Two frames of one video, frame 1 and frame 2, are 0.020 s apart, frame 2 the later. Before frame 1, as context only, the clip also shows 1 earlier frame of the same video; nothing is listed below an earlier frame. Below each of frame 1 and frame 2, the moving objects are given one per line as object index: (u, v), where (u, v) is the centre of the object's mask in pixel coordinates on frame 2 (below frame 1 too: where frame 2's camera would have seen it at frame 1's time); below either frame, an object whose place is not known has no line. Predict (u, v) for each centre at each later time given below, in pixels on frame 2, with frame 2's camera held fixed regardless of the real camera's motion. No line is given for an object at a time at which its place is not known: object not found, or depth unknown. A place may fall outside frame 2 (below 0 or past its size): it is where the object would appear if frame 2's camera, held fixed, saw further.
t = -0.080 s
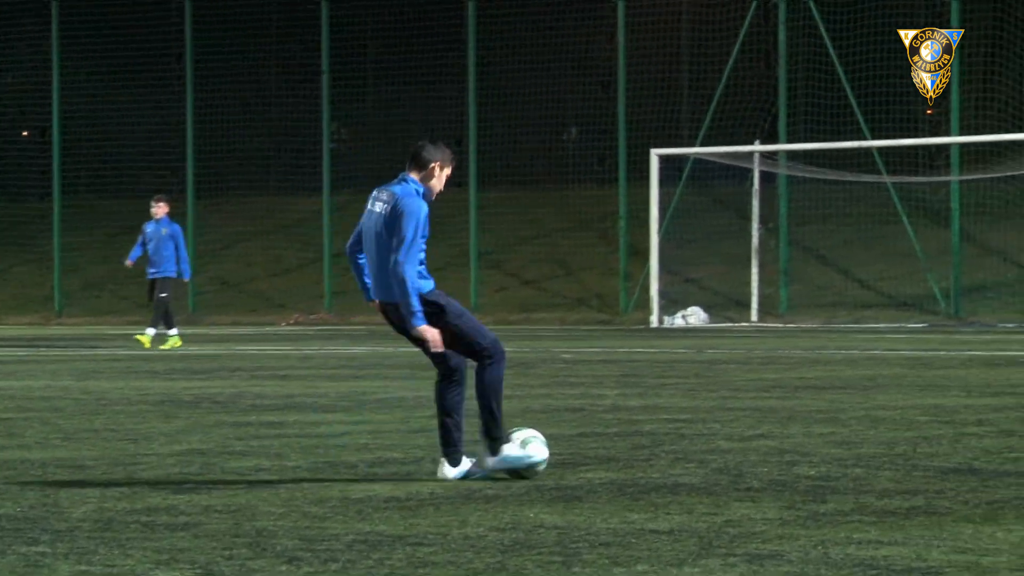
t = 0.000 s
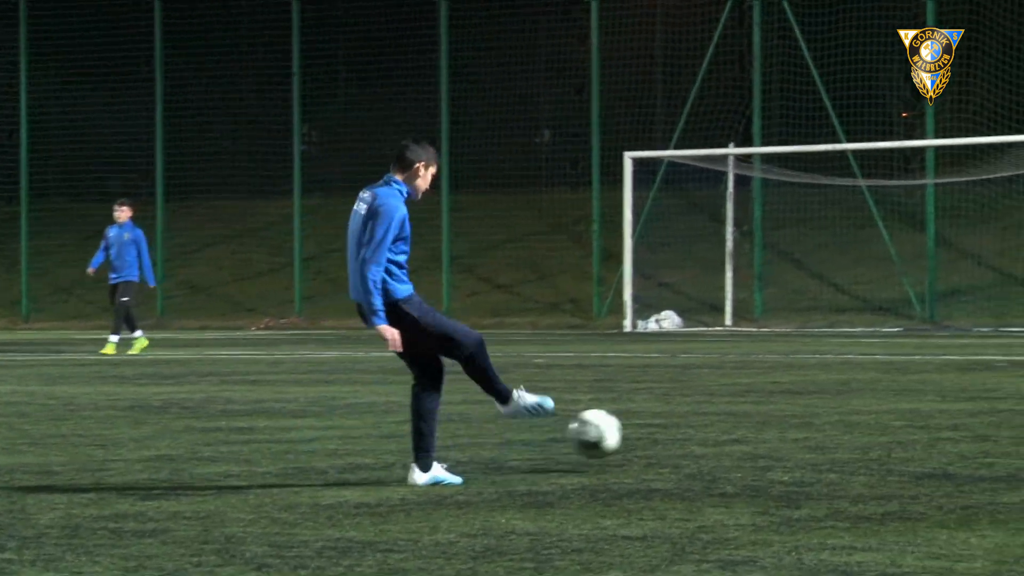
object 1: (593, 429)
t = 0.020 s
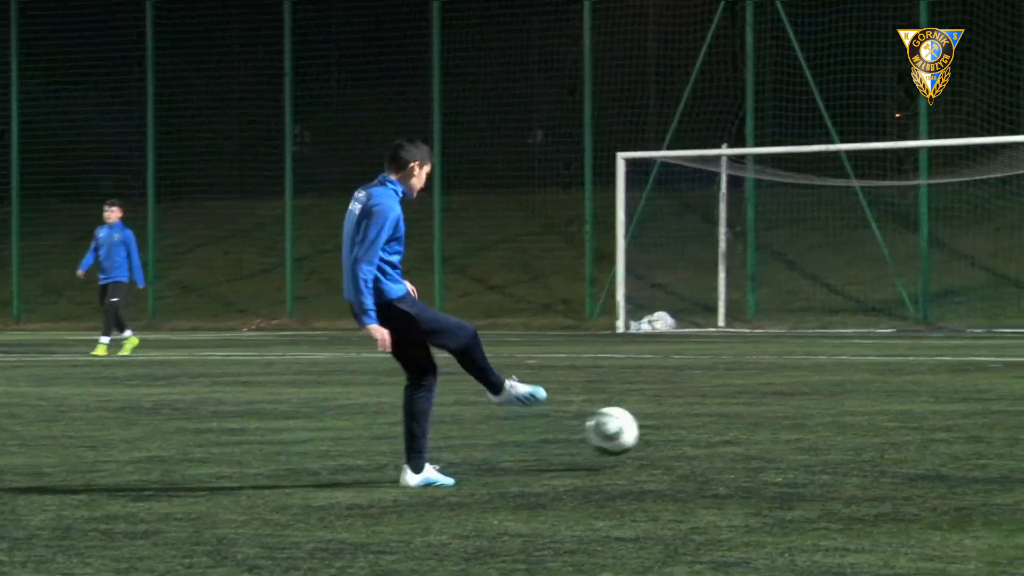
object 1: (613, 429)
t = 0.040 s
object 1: (636, 425)
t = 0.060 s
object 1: (659, 421)
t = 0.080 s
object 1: (680, 420)
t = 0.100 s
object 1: (701, 418)
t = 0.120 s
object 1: (721, 415)
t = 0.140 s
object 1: (741, 422)
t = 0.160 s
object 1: (757, 426)
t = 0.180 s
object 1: (773, 423)
